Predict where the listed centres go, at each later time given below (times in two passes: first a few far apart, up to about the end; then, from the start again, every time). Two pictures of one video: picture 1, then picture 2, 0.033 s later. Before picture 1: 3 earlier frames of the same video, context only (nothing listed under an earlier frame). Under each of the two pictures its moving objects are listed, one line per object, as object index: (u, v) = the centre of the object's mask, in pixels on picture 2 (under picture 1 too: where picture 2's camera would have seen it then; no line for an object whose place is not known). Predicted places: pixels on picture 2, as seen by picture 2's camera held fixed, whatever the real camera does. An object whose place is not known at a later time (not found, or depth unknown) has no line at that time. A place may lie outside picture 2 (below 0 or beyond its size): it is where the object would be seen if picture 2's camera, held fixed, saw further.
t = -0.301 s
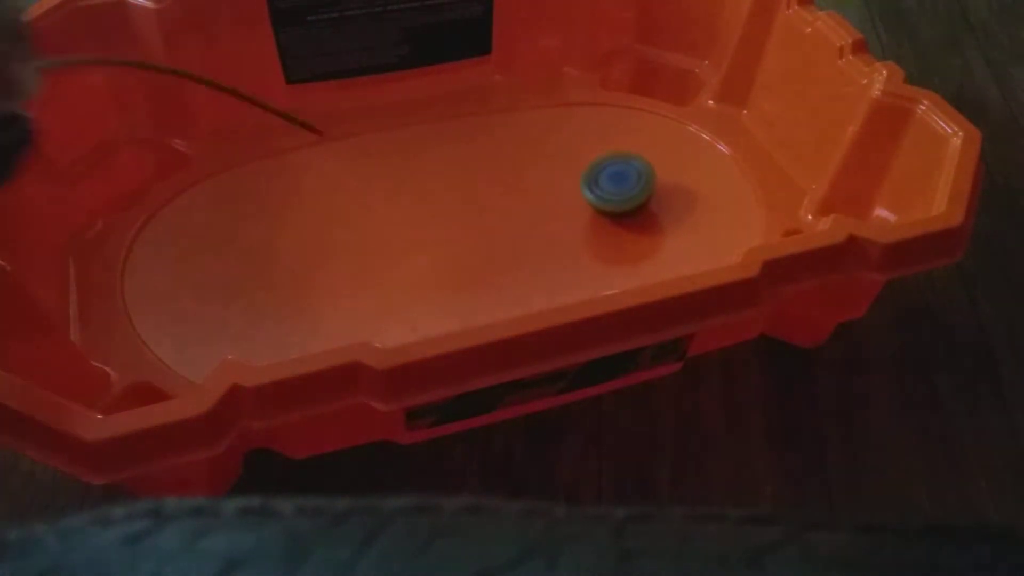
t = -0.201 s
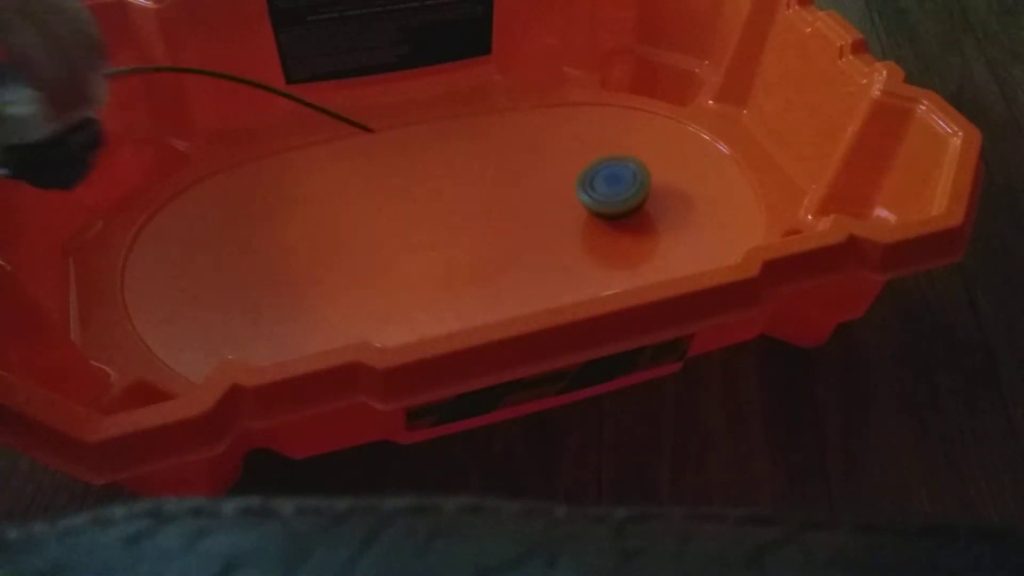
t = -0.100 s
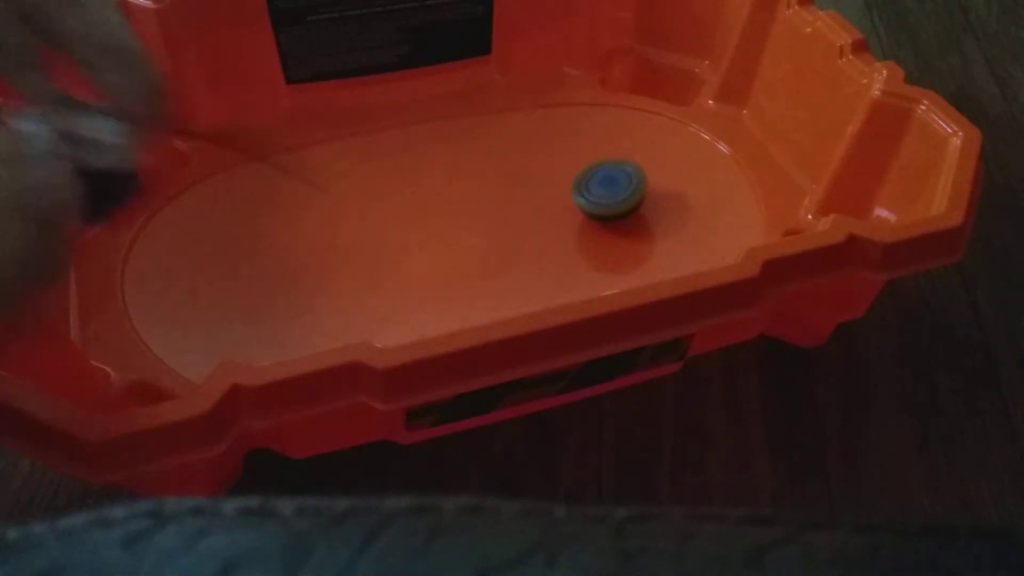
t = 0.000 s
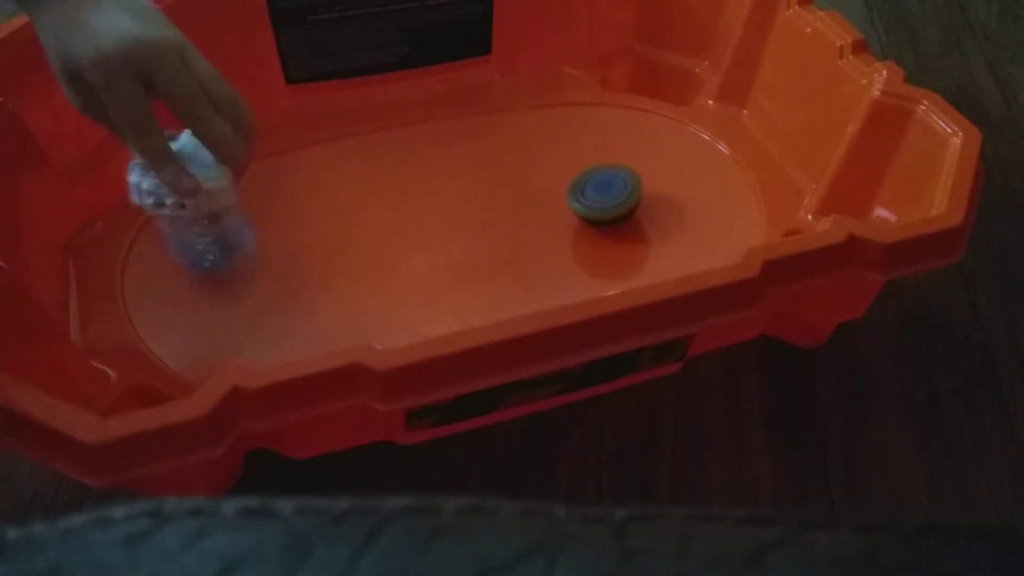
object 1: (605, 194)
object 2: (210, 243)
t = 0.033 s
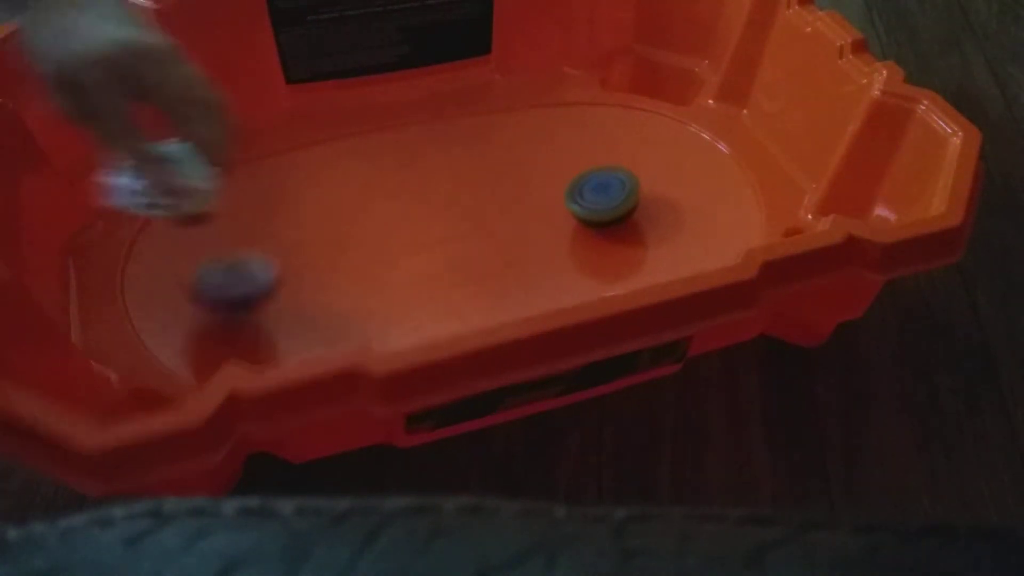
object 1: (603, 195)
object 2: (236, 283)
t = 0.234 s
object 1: (570, 209)
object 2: (385, 205)
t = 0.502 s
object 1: (508, 232)
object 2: (531, 135)
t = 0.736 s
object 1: (462, 263)
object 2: (539, 153)
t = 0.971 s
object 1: (428, 274)
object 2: (423, 210)
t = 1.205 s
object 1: (400, 273)
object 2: (259, 227)
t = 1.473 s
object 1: (381, 260)
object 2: (184, 257)
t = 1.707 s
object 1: (377, 244)
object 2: (267, 253)
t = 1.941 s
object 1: (434, 220)
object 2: (295, 220)
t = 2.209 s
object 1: (467, 198)
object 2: (310, 183)
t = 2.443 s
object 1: (489, 195)
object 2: (338, 174)
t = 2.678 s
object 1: (514, 199)
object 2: (425, 168)
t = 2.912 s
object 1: (543, 212)
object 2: (498, 148)
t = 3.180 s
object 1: (564, 227)
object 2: (509, 146)
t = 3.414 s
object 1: (567, 239)
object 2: (543, 180)
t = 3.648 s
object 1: (556, 265)
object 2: (553, 173)
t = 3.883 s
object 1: (538, 272)
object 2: (523, 187)
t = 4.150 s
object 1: (494, 275)
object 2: (528, 214)
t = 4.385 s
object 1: (445, 268)
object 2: (522, 220)
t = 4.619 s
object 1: (396, 249)
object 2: (518, 232)
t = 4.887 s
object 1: (370, 222)
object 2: (511, 238)
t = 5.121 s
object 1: (368, 199)
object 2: (502, 242)
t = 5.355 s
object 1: (385, 187)
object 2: (491, 247)
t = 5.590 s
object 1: (416, 189)
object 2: (486, 246)
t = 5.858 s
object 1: (466, 197)
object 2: (486, 252)
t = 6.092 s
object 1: (514, 204)
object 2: (501, 262)
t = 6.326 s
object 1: (544, 220)
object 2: (512, 269)
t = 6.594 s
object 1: (556, 242)
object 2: (488, 277)
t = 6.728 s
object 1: (550, 252)
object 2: (472, 273)
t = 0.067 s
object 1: (600, 194)
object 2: (255, 251)
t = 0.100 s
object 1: (596, 196)
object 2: (282, 224)
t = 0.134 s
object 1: (590, 201)
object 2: (306, 212)
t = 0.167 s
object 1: (584, 203)
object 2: (331, 209)
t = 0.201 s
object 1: (577, 207)
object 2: (358, 217)
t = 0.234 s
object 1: (570, 209)
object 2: (385, 205)
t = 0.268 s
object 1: (563, 213)
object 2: (409, 196)
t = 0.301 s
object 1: (556, 215)
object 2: (431, 185)
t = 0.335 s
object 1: (548, 218)
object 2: (452, 173)
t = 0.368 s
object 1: (539, 221)
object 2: (472, 162)
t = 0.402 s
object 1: (531, 223)
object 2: (491, 154)
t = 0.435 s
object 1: (523, 226)
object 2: (506, 145)
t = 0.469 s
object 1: (514, 229)
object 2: (519, 139)
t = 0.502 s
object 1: (508, 232)
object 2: (531, 135)
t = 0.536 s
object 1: (502, 235)
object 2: (540, 132)
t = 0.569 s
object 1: (496, 239)
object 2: (547, 131)
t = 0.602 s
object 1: (490, 244)
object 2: (552, 133)
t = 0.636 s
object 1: (484, 250)
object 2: (553, 136)
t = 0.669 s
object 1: (476, 254)
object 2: (552, 140)
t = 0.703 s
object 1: (469, 259)
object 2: (547, 146)
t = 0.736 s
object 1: (462, 263)
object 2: (539, 153)
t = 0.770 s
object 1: (456, 266)
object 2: (528, 161)
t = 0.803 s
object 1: (450, 268)
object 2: (516, 169)
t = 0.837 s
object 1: (445, 270)
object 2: (501, 177)
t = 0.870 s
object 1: (441, 271)
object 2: (484, 186)
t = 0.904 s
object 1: (436, 272)
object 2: (465, 195)
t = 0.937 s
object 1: (432, 273)
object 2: (445, 204)
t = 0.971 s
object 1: (428, 274)
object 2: (423, 210)
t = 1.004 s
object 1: (422, 274)
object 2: (401, 216)
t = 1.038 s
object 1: (417, 274)
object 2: (377, 219)
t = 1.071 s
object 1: (413, 275)
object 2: (354, 225)
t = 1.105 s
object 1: (409, 275)
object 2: (326, 225)
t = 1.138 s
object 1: (405, 275)
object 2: (302, 226)
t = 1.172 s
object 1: (402, 274)
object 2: (278, 226)
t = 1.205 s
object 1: (400, 273)
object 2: (259, 227)
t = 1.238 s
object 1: (397, 272)
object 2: (241, 230)
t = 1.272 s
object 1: (394, 270)
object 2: (227, 232)
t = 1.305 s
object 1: (391, 268)
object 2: (214, 234)
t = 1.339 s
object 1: (388, 267)
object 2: (202, 238)
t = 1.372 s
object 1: (386, 265)
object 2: (194, 242)
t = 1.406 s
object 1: (384, 263)
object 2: (187, 246)
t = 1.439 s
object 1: (382, 262)
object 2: (184, 252)
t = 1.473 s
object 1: (381, 260)
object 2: (184, 257)
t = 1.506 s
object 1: (380, 257)
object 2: (189, 260)
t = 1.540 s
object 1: (379, 255)
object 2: (197, 262)
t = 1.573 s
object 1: (379, 253)
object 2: (207, 263)
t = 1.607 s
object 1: (377, 250)
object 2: (220, 261)
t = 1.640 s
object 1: (377, 248)
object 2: (234, 260)
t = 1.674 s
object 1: (377, 247)
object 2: (250, 257)
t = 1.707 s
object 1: (377, 244)
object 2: (267, 253)
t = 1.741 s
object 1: (377, 242)
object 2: (285, 248)
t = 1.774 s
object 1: (382, 238)
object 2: (296, 242)
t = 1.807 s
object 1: (396, 236)
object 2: (295, 236)
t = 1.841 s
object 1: (409, 232)
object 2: (294, 231)
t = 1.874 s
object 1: (419, 228)
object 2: (294, 228)
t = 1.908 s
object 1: (427, 224)
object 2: (294, 224)
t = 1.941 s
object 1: (434, 220)
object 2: (295, 220)
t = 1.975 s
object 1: (440, 215)
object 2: (295, 215)
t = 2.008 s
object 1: (445, 211)
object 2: (296, 210)
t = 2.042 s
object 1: (449, 208)
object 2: (297, 205)
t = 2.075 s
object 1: (453, 205)
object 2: (299, 200)
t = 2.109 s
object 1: (456, 203)
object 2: (302, 195)
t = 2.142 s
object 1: (460, 201)
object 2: (305, 191)
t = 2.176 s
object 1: (464, 199)
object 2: (308, 187)
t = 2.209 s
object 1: (467, 198)
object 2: (310, 183)
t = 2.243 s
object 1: (470, 197)
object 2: (313, 180)
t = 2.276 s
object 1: (473, 196)
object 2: (315, 179)
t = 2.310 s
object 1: (476, 196)
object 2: (318, 178)
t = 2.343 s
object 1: (479, 196)
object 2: (322, 176)
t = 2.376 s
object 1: (482, 196)
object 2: (326, 177)
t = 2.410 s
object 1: (486, 196)
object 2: (331, 176)
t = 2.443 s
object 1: (489, 195)
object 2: (338, 174)
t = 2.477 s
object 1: (493, 195)
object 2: (346, 173)
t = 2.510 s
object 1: (496, 196)
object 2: (357, 172)
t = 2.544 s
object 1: (500, 196)
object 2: (371, 172)
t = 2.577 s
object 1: (504, 197)
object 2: (384, 172)
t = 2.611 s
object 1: (507, 198)
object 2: (398, 171)
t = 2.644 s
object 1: (511, 198)
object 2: (412, 170)
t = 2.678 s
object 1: (514, 199)
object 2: (425, 168)
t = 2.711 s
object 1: (518, 200)
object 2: (439, 166)
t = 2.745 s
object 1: (521, 201)
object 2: (454, 165)
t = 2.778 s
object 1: (524, 202)
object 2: (466, 163)
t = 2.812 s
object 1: (529, 205)
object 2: (477, 160)
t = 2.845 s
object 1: (534, 208)
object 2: (484, 156)
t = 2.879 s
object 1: (539, 210)
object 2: (492, 152)
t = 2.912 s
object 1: (543, 212)
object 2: (498, 148)
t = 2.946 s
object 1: (547, 214)
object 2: (503, 145)
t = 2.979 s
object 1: (551, 216)
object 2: (508, 141)
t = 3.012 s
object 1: (553, 218)
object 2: (510, 140)
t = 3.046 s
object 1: (556, 220)
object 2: (511, 139)
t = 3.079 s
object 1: (558, 222)
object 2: (511, 140)
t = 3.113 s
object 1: (561, 224)
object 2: (510, 142)
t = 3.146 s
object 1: (562, 226)
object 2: (509, 144)
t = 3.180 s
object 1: (564, 227)
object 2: (509, 146)
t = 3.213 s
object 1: (565, 229)
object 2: (511, 149)
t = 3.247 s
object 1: (566, 231)
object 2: (517, 153)
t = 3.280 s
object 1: (567, 233)
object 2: (523, 158)
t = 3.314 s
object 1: (567, 234)
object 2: (527, 164)
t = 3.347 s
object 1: (568, 236)
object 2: (530, 169)
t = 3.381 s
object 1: (568, 237)
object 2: (537, 174)
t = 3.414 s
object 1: (567, 239)
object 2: (543, 180)
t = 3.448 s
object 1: (567, 240)
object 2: (548, 184)
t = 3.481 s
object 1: (565, 244)
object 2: (552, 185)
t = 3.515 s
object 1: (564, 251)
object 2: (555, 181)
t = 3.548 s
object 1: (562, 256)
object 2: (558, 177)
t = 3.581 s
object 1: (560, 260)
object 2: (558, 174)
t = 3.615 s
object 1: (558, 263)
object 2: (556, 173)
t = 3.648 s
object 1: (556, 265)
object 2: (553, 173)
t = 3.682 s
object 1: (554, 267)
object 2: (549, 173)
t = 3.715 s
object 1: (552, 268)
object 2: (544, 175)
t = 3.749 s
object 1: (550, 269)
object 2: (540, 176)
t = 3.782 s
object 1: (547, 271)
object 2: (536, 179)
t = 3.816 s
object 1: (545, 272)
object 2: (531, 181)
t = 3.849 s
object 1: (542, 271)
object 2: (527, 184)
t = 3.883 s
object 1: (538, 272)
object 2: (523, 187)
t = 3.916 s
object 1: (535, 272)
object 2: (520, 190)
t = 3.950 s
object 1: (530, 272)
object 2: (518, 193)
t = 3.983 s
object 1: (526, 272)
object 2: (518, 197)
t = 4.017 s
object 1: (522, 272)
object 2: (519, 203)
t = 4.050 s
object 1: (517, 271)
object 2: (521, 209)
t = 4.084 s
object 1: (511, 271)
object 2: (522, 214)
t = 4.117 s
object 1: (503, 273)
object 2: (525, 214)
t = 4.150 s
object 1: (494, 275)
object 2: (528, 214)
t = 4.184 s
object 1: (486, 276)
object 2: (531, 214)
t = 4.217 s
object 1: (479, 275)
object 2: (531, 215)
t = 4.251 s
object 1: (472, 274)
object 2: (531, 216)
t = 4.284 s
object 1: (465, 273)
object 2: (529, 217)
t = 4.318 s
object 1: (458, 271)
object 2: (527, 218)
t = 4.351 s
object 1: (451, 270)
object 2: (524, 219)
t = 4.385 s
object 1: (445, 268)
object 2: (522, 220)
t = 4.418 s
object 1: (439, 265)
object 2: (519, 221)
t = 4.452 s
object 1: (432, 263)
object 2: (515, 222)
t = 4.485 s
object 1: (425, 260)
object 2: (514, 223)
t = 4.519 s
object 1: (418, 258)
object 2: (514, 225)
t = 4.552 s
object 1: (410, 255)
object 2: (515, 227)
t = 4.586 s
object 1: (403, 253)
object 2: (517, 230)
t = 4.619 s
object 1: (396, 249)
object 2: (518, 232)
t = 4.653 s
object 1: (390, 246)
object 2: (518, 233)
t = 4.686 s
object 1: (386, 243)
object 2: (517, 234)
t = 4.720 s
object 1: (382, 239)
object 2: (515, 234)
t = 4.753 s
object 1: (379, 236)
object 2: (513, 234)
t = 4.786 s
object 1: (376, 233)
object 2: (512, 234)
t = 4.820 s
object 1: (374, 229)
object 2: (512, 235)
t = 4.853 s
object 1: (372, 226)
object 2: (512, 236)
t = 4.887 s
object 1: (370, 222)
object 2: (511, 238)
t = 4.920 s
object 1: (368, 218)
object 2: (511, 240)
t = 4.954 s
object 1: (367, 215)
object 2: (510, 240)
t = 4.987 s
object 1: (367, 211)
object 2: (509, 241)
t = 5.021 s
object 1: (366, 208)
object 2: (507, 241)
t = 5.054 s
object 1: (367, 205)
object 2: (506, 241)
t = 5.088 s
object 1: (367, 202)
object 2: (504, 241)
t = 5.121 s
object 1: (368, 199)
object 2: (502, 242)
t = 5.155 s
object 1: (369, 196)
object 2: (501, 242)
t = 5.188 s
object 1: (371, 194)
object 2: (499, 243)
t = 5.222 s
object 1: (373, 192)
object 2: (498, 244)
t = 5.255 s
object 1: (375, 191)
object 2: (497, 245)
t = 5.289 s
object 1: (378, 189)
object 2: (495, 246)
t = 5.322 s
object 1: (381, 188)
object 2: (493, 247)
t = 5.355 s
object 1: (385, 187)
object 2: (491, 247)
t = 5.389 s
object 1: (388, 186)
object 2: (489, 247)
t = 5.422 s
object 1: (392, 186)
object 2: (488, 247)
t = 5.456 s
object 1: (396, 186)
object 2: (487, 248)
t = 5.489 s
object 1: (401, 186)
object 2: (487, 248)
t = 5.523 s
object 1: (405, 187)
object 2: (486, 247)
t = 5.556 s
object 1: (411, 188)
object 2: (486, 247)
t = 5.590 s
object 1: (416, 189)
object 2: (486, 246)
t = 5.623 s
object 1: (422, 190)
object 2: (486, 246)
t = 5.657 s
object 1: (428, 192)
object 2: (486, 246)
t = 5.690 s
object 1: (434, 194)
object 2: (486, 245)
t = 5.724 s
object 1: (440, 195)
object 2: (485, 245)
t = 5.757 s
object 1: (445, 196)
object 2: (485, 245)
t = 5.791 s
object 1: (451, 196)
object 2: (485, 244)
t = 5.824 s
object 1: (458, 196)
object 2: (486, 249)
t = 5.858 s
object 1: (466, 197)
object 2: (486, 252)
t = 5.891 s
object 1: (472, 197)
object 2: (487, 253)
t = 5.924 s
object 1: (479, 199)
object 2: (489, 254)
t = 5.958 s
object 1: (485, 200)
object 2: (492, 254)
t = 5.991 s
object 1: (492, 201)
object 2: (493, 256)
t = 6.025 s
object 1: (500, 201)
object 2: (495, 259)
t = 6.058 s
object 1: (507, 202)
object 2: (498, 261)
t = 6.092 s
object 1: (514, 204)
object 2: (501, 262)
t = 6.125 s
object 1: (519, 206)
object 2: (504, 263)
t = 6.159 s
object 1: (524, 208)
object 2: (507, 262)
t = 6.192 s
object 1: (528, 211)
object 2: (511, 262)
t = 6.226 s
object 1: (532, 212)
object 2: (511, 263)
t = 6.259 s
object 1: (537, 215)
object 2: (511, 266)
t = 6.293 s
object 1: (541, 217)
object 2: (512, 268)
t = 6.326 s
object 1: (544, 220)
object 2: (512, 269)
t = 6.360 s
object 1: (548, 222)
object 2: (511, 270)
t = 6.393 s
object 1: (550, 225)
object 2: (509, 271)
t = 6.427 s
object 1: (553, 228)
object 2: (505, 273)
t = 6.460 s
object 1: (555, 231)
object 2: (501, 276)
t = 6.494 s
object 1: (556, 233)
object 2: (498, 277)
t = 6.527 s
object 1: (557, 236)
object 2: (495, 278)
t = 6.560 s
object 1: (557, 239)
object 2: (492, 278)
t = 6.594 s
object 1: (556, 242)
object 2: (488, 277)
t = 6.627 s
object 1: (556, 245)
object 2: (485, 277)
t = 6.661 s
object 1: (555, 247)
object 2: (481, 276)
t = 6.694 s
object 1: (553, 250)
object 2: (477, 275)
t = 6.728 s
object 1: (550, 252)
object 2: (472, 273)
